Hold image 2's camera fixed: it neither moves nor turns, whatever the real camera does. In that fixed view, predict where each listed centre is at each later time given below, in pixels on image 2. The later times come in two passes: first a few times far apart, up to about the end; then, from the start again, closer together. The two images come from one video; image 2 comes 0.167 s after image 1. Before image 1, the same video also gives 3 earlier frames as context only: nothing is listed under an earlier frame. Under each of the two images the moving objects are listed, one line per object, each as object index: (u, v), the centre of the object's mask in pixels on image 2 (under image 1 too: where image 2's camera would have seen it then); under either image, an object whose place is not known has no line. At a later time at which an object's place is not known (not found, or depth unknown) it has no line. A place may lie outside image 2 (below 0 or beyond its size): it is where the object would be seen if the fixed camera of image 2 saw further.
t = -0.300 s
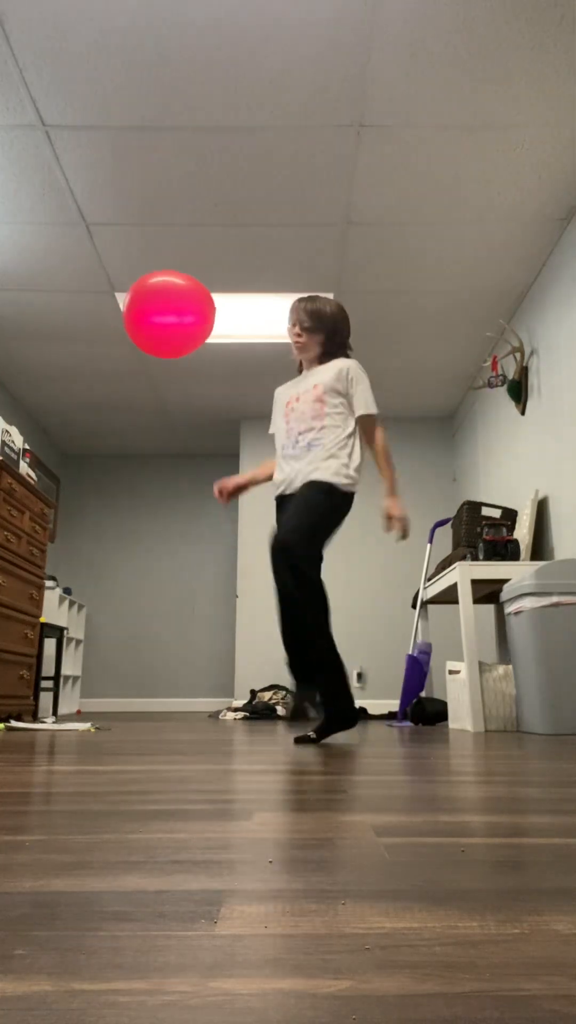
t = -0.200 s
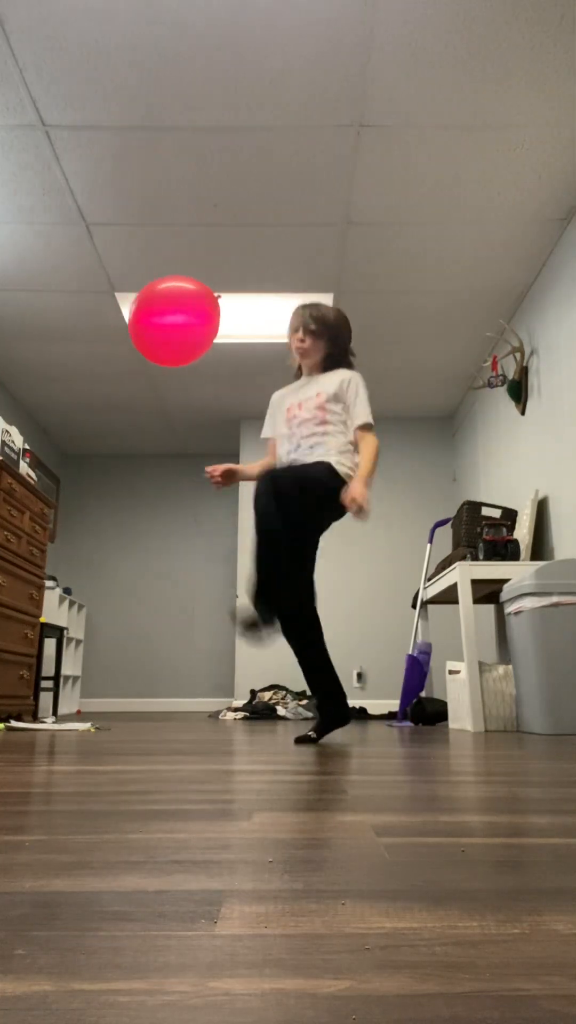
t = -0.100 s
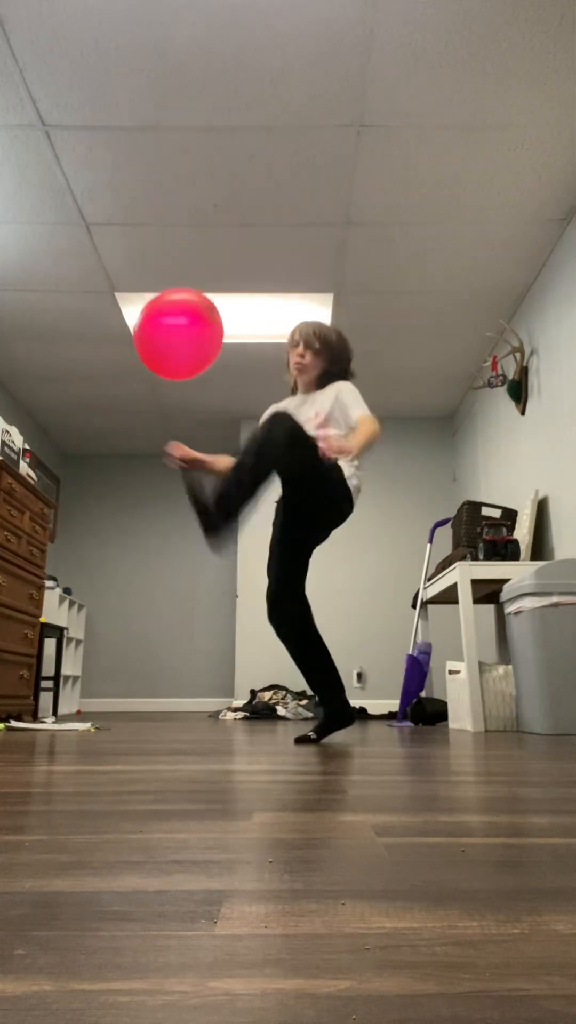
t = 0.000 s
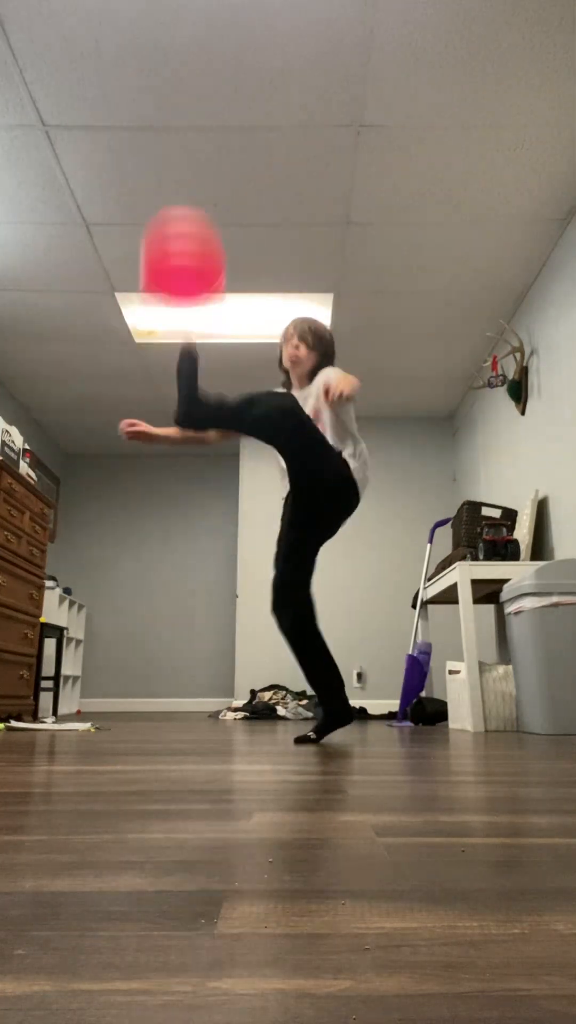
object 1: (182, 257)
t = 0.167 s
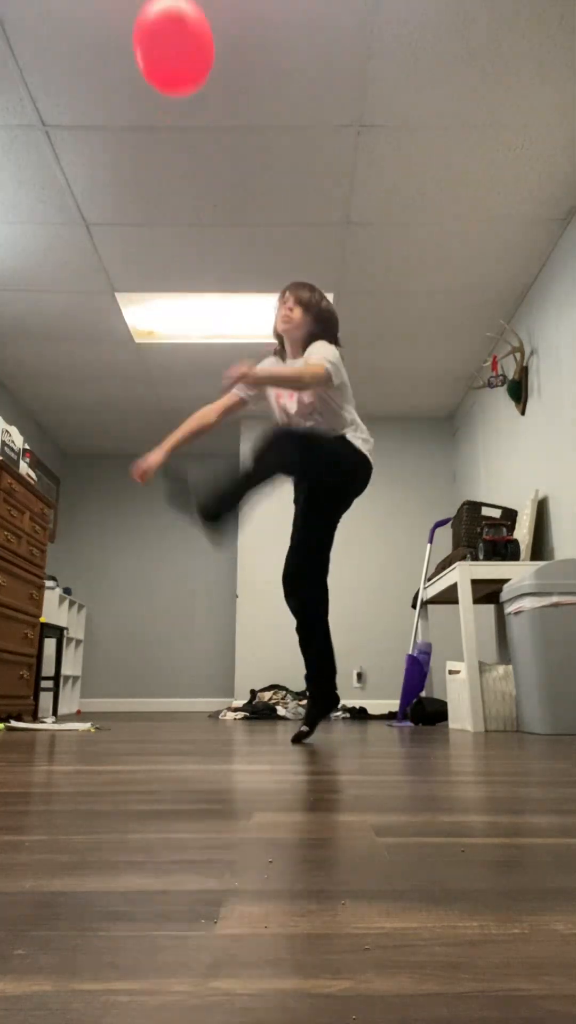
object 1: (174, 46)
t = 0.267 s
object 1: (168, 31)
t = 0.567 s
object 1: (169, 22)
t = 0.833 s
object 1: (164, 21)
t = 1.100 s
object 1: (153, 39)
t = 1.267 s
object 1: (146, 73)
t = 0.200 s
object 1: (171, 38)
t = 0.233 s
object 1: (169, 33)
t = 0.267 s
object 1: (168, 31)
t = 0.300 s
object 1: (167, 29)
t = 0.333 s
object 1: (167, 27)
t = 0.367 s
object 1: (168, 25)
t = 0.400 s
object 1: (168, 24)
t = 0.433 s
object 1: (168, 25)
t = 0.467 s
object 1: (168, 25)
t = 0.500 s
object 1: (169, 25)
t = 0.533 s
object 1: (169, 23)
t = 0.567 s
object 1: (169, 22)
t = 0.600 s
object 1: (169, 20)
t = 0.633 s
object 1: (168, 19)
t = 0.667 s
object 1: (166, 19)
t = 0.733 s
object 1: (165, 19)
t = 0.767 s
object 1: (164, 20)
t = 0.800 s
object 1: (164, 20)
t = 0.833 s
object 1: (164, 21)
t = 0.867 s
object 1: (163, 22)
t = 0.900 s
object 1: (161, 23)
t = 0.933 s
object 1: (160, 25)
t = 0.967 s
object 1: (159, 27)
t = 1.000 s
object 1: (158, 29)
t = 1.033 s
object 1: (156, 32)
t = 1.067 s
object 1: (155, 35)
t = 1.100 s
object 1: (153, 39)
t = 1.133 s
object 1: (152, 43)
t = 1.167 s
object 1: (151, 50)
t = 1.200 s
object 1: (149, 57)
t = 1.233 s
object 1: (148, 65)
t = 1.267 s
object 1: (146, 73)
